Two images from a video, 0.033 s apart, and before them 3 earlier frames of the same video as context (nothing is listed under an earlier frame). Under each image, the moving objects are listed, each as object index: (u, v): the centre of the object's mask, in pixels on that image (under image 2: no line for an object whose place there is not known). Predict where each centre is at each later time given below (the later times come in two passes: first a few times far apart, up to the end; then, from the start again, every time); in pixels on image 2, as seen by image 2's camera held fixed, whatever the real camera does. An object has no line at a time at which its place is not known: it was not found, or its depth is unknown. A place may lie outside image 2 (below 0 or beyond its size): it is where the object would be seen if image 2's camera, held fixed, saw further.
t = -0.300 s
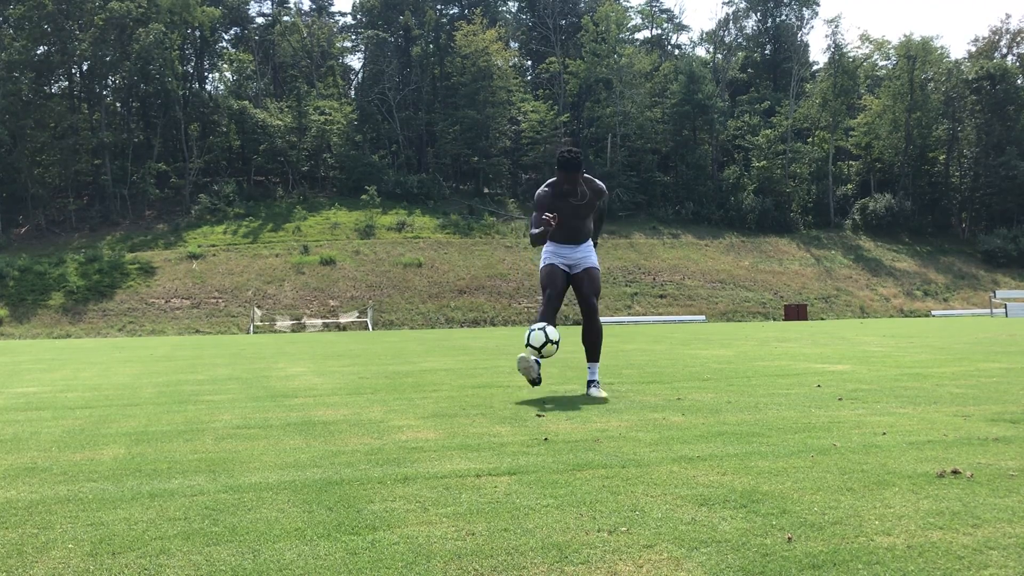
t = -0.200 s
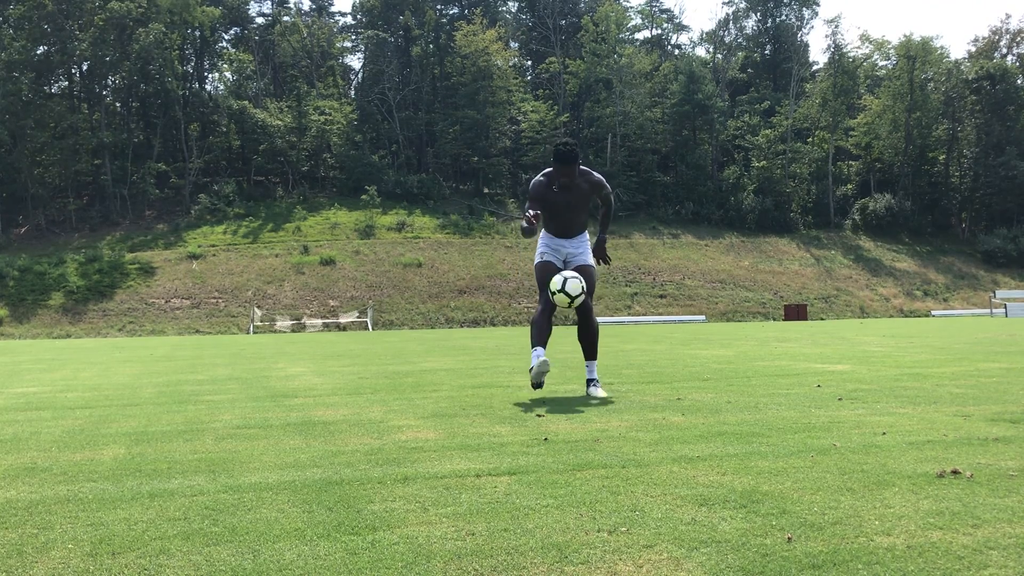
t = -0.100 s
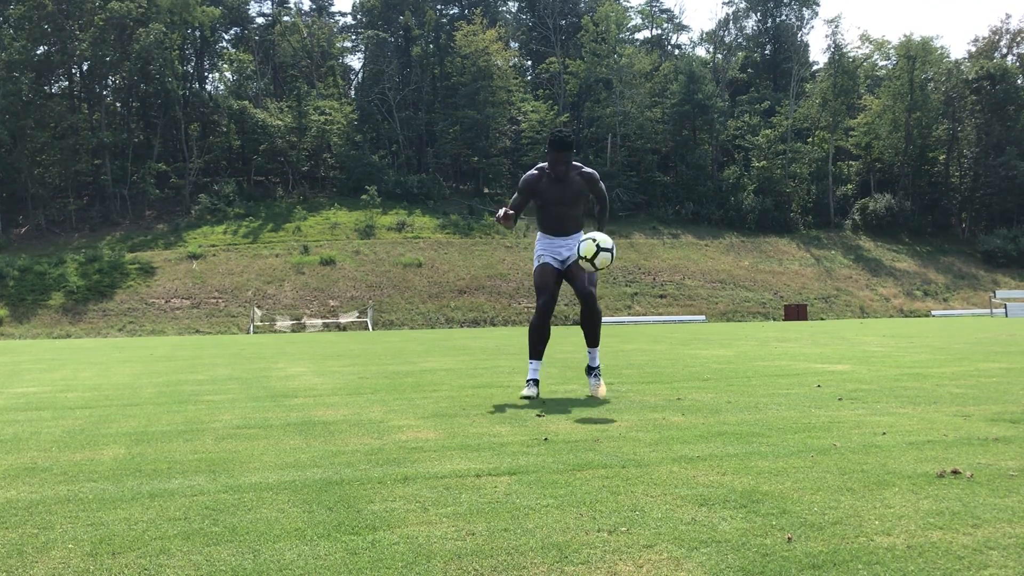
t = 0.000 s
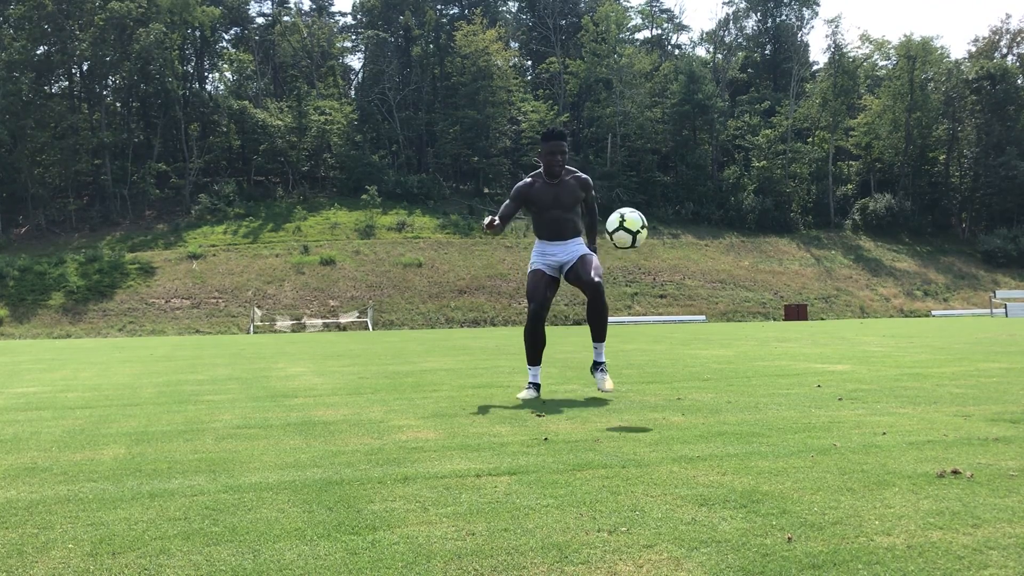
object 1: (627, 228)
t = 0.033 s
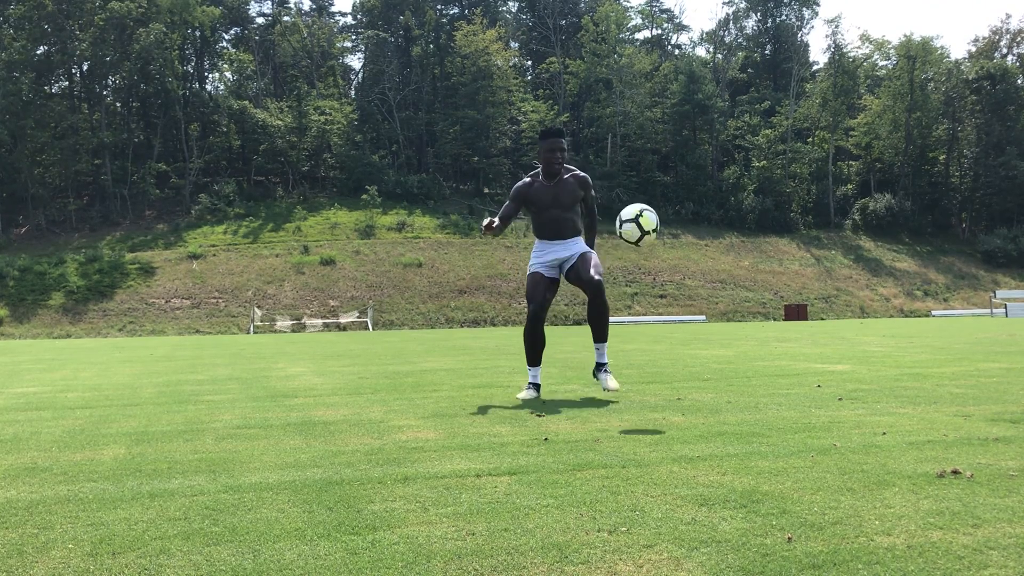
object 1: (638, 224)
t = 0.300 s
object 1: (743, 273)
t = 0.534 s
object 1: (864, 408)
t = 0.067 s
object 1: (649, 223)
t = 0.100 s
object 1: (660, 223)
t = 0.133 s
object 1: (673, 225)
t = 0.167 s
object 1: (686, 230)
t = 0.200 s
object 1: (700, 237)
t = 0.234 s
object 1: (713, 246)
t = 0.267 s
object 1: (728, 258)
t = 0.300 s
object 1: (743, 273)
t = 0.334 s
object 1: (759, 293)
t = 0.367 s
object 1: (777, 315)
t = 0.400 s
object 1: (794, 341)
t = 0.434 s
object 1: (813, 370)
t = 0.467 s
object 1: (832, 404)
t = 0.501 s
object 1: (851, 429)
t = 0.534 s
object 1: (864, 408)
